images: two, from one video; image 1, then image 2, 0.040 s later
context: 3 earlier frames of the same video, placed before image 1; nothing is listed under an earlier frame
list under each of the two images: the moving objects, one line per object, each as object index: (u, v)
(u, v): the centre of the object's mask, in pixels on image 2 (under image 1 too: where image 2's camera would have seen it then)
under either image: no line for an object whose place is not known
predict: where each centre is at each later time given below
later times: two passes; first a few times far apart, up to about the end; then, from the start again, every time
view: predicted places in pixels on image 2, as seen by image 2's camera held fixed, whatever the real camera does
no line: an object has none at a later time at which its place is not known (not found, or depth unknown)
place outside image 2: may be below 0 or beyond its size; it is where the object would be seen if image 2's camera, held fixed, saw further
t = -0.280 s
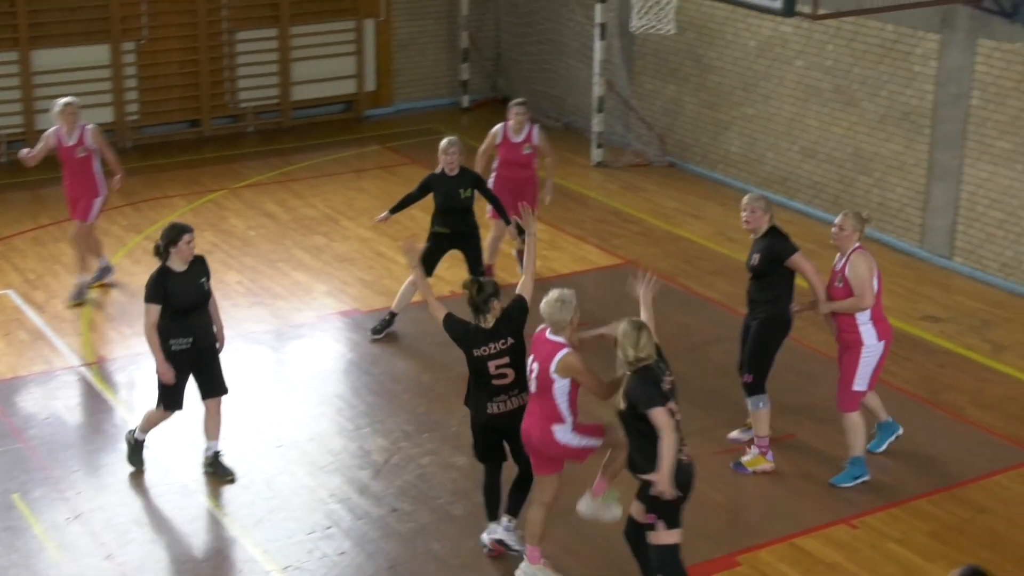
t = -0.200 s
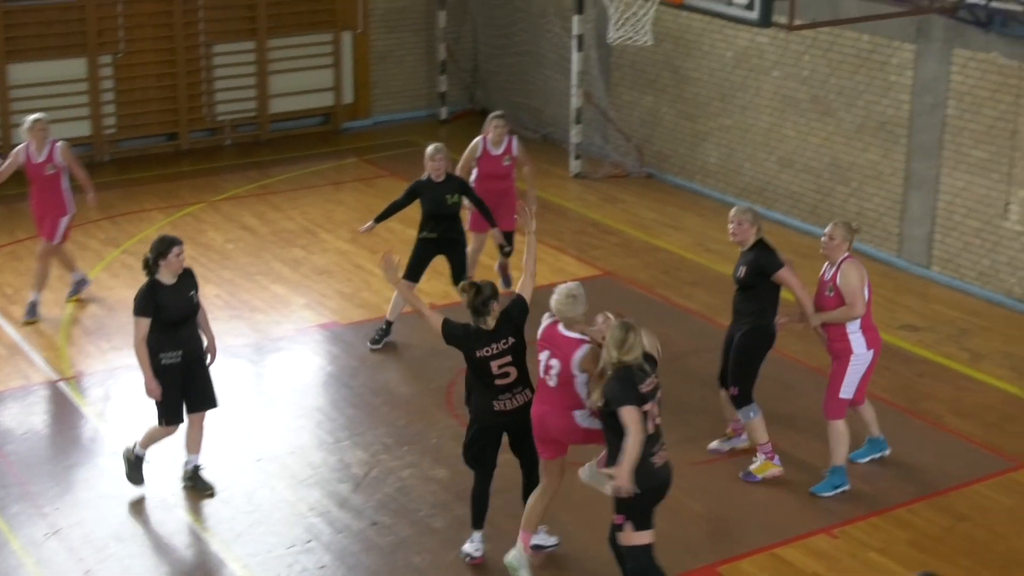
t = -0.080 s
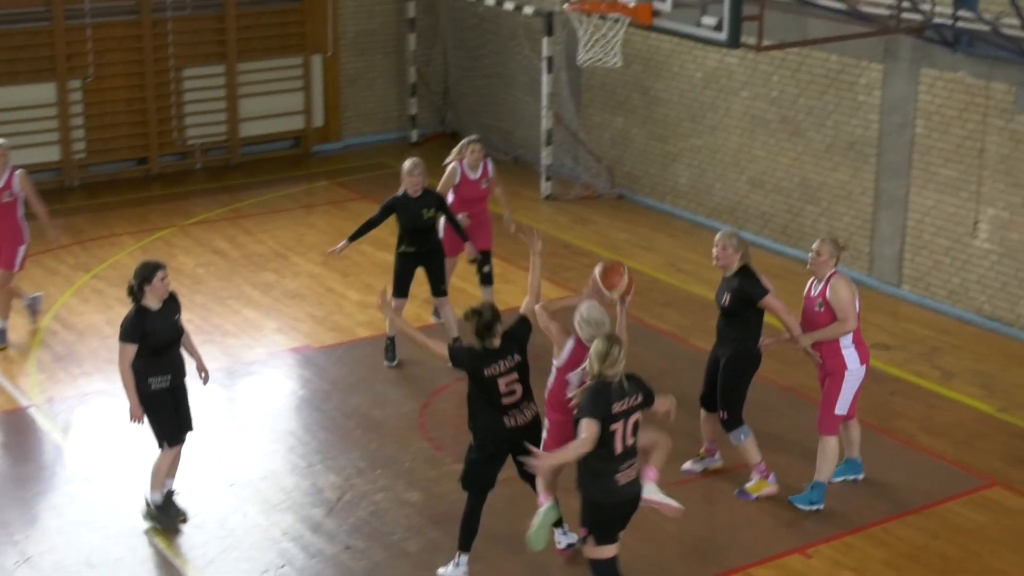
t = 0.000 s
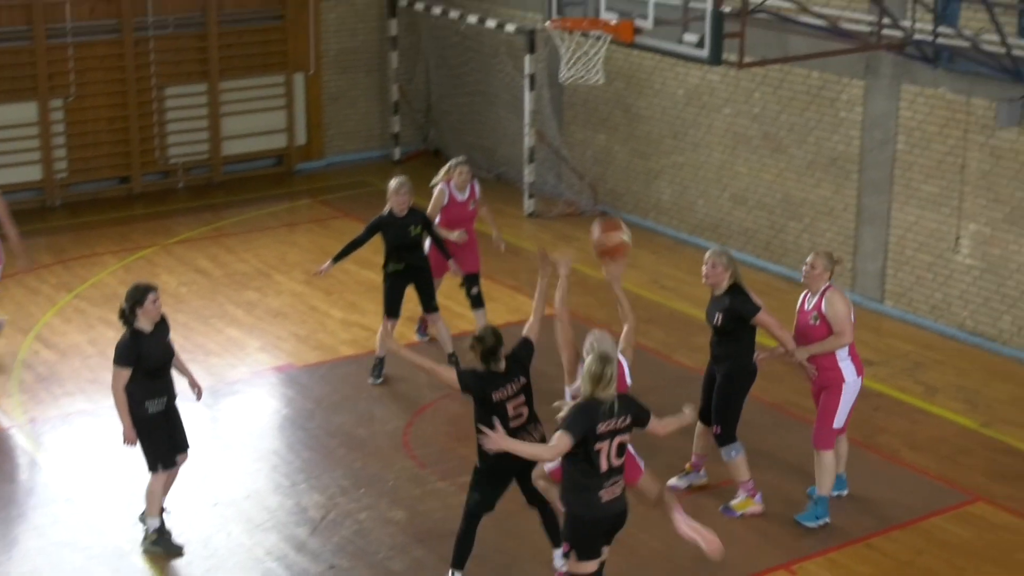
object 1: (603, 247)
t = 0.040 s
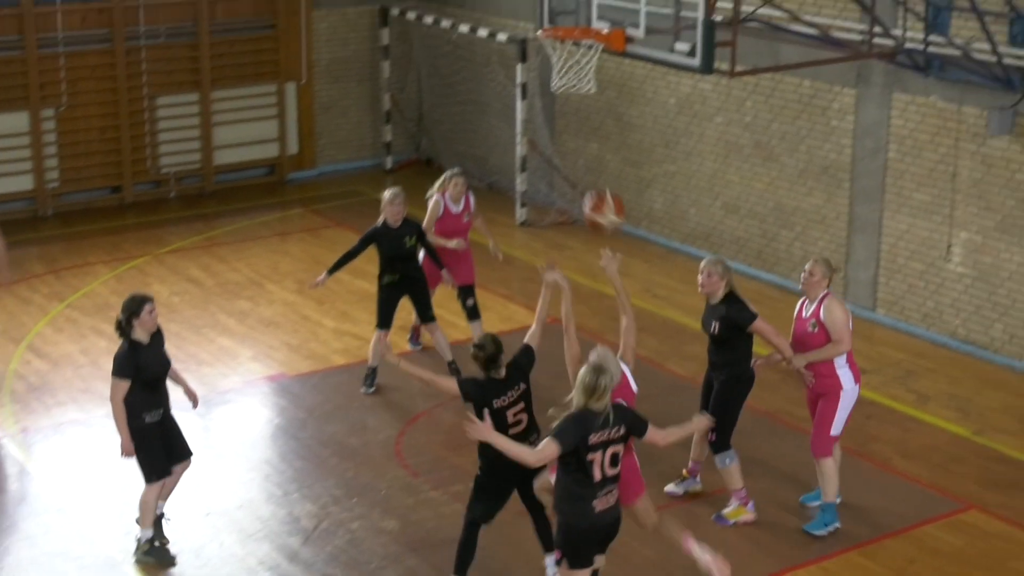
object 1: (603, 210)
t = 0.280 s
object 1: (605, 46)
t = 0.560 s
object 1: (607, -13)
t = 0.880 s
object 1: (609, 74)
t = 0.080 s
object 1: (603, 175)
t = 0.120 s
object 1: (604, 144)
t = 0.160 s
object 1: (604, 115)
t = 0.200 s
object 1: (606, 90)
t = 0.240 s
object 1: (604, 66)
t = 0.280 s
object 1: (605, 46)
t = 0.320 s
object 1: (606, 29)
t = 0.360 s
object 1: (606, 15)
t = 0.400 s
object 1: (606, 4)
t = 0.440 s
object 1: (607, -5)
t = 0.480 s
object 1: (607, -10)
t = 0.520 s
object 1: (607, -13)
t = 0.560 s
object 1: (607, -13)
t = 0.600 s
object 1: (607, -11)
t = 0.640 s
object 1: (607, -6)
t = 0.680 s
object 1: (607, 2)
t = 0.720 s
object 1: (607, 11)
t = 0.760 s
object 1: (607, 23)
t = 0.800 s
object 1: (608, 38)
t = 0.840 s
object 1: (607, 53)
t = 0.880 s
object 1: (609, 74)
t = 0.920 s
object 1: (607, 94)
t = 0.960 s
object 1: (606, 116)
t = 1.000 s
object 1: (606, 139)
